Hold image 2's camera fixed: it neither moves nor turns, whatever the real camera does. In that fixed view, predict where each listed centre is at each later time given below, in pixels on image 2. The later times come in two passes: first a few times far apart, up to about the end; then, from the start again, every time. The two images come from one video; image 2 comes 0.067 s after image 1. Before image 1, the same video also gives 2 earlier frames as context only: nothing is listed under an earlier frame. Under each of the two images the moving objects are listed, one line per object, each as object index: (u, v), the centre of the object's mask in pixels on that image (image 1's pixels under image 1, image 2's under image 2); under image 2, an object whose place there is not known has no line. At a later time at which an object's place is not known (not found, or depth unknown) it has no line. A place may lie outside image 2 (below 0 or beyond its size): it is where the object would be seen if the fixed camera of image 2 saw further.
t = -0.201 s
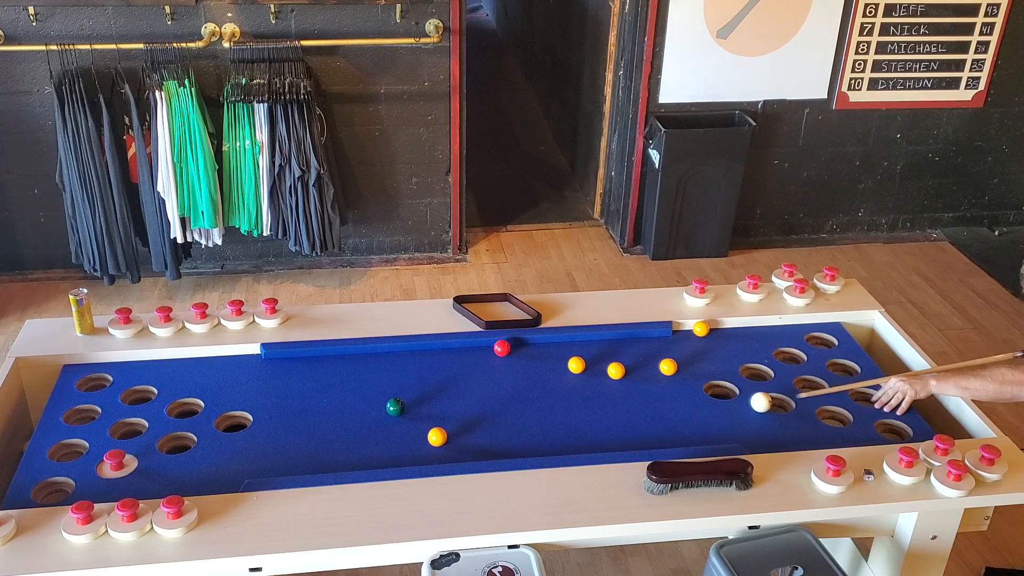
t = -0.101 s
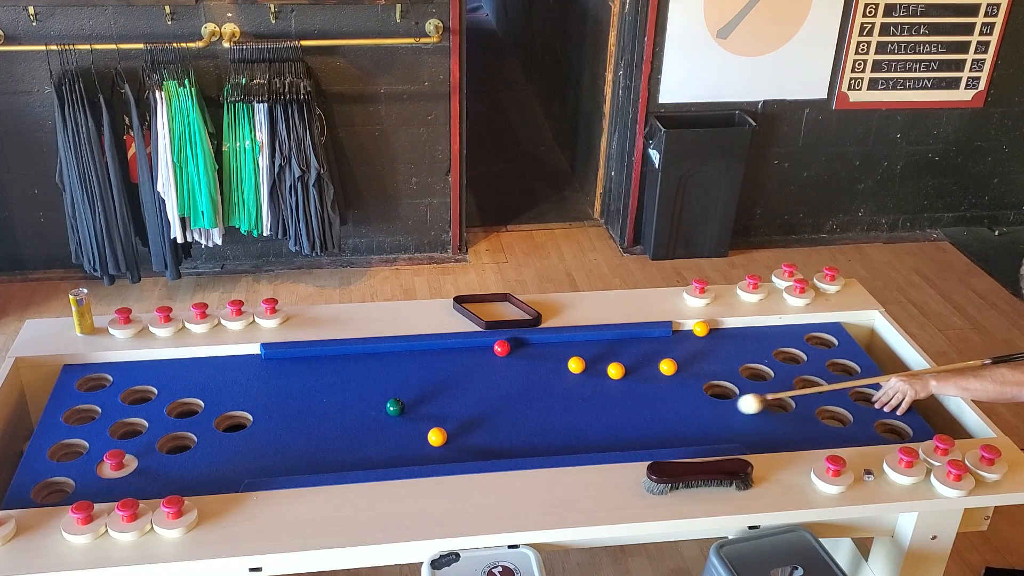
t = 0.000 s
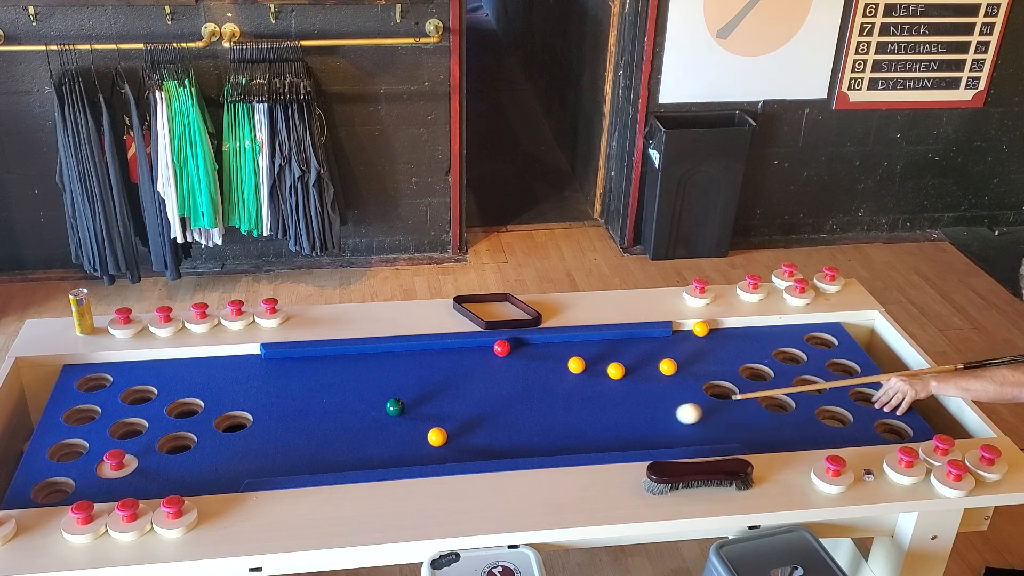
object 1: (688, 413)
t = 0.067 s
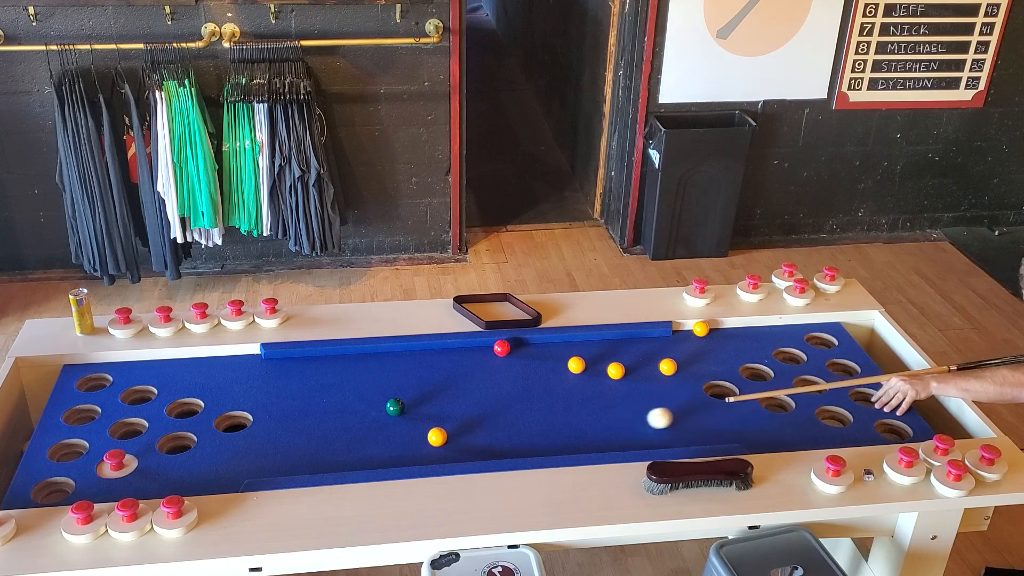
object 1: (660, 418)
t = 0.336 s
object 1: (542, 436)
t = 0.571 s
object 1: (435, 453)
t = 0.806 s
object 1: (325, 465)
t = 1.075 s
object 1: (204, 471)
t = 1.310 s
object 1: (99, 474)
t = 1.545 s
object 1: (54, 490)
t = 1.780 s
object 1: (49, 493)
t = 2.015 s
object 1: (47, 485)
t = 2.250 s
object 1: (60, 488)
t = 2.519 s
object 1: (53, 493)
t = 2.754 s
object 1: (49, 493)
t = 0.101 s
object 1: (645, 420)
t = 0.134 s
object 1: (630, 422)
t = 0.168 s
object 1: (616, 425)
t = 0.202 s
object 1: (601, 427)
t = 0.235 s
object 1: (586, 429)
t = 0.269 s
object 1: (572, 431)
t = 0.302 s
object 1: (556, 434)
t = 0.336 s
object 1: (542, 436)
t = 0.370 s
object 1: (527, 438)
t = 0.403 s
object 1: (512, 440)
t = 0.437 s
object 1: (497, 443)
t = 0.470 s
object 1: (482, 445)
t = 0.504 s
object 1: (467, 448)
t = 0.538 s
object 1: (451, 450)
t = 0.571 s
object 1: (435, 453)
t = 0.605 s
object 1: (420, 454)
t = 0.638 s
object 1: (404, 457)
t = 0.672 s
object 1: (388, 459)
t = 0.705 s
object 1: (372, 461)
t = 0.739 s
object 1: (356, 463)
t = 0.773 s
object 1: (340, 464)
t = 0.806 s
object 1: (325, 465)
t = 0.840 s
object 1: (310, 466)
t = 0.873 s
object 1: (295, 467)
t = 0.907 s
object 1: (279, 468)
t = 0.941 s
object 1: (265, 468)
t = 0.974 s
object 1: (249, 469)
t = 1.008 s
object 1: (234, 470)
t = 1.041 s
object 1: (219, 471)
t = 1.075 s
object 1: (204, 471)
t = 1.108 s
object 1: (189, 471)
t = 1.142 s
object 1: (174, 471)
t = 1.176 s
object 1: (159, 472)
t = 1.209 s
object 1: (144, 472)
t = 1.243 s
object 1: (130, 473)
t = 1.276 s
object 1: (115, 473)
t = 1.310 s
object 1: (99, 474)
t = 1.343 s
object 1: (86, 474)
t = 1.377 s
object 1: (71, 475)
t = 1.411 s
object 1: (57, 477)
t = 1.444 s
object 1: (45, 483)
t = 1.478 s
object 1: (42, 489)
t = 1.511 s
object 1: (47, 492)
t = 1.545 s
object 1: (54, 490)
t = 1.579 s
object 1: (60, 488)
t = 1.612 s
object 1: (59, 486)
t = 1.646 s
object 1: (53, 485)
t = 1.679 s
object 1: (46, 486)
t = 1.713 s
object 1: (42, 489)
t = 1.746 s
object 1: (44, 492)
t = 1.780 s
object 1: (49, 493)
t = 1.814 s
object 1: (55, 492)
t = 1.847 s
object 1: (60, 489)
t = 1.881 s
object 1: (61, 486)
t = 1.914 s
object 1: (60, 484)
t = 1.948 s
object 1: (56, 483)
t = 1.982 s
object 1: (51, 484)
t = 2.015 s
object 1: (47, 485)
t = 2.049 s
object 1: (43, 487)
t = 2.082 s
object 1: (43, 490)
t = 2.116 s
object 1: (44, 492)
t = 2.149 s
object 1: (47, 493)
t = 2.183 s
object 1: (52, 493)
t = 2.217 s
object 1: (56, 491)
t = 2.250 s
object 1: (60, 488)
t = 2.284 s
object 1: (60, 486)
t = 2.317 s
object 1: (57, 484)
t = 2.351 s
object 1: (52, 485)
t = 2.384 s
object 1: (48, 486)
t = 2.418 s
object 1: (45, 489)
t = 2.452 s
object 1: (45, 491)
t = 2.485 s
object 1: (48, 493)
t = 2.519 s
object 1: (53, 493)
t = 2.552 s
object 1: (57, 491)
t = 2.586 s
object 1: (59, 488)
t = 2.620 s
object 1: (56, 486)
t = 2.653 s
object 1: (51, 487)
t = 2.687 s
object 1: (47, 489)
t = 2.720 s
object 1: (46, 491)
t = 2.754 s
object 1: (49, 493)
